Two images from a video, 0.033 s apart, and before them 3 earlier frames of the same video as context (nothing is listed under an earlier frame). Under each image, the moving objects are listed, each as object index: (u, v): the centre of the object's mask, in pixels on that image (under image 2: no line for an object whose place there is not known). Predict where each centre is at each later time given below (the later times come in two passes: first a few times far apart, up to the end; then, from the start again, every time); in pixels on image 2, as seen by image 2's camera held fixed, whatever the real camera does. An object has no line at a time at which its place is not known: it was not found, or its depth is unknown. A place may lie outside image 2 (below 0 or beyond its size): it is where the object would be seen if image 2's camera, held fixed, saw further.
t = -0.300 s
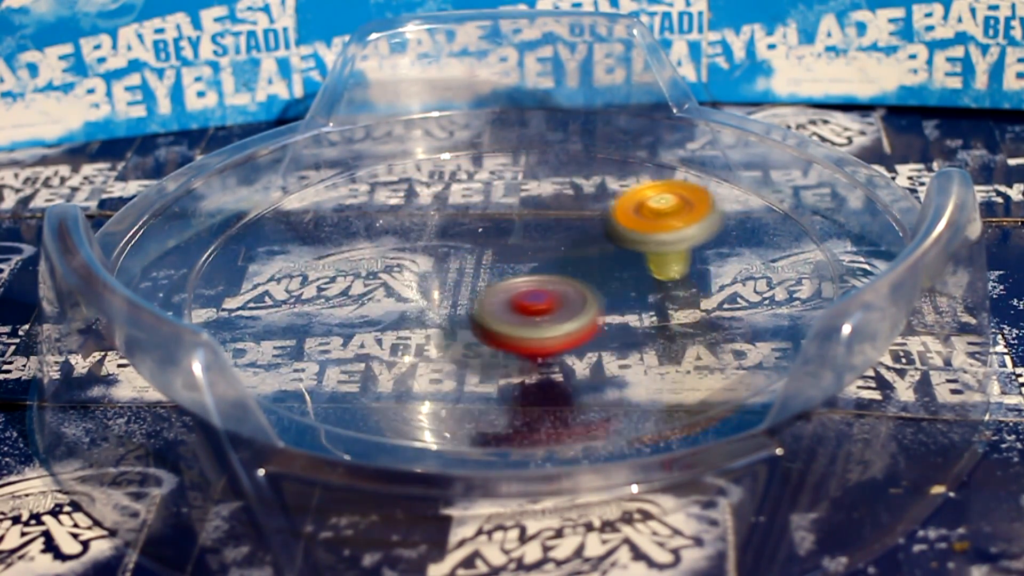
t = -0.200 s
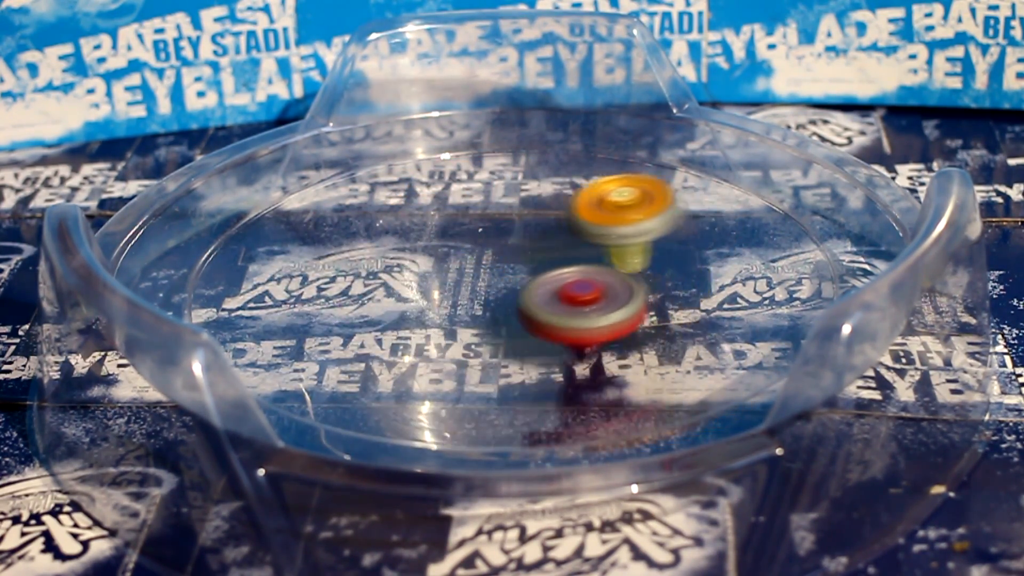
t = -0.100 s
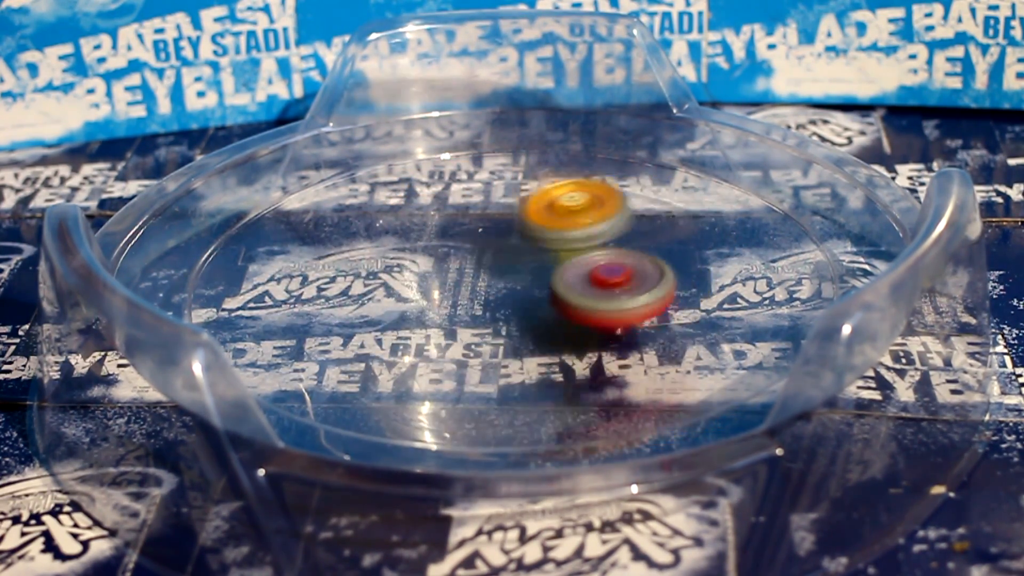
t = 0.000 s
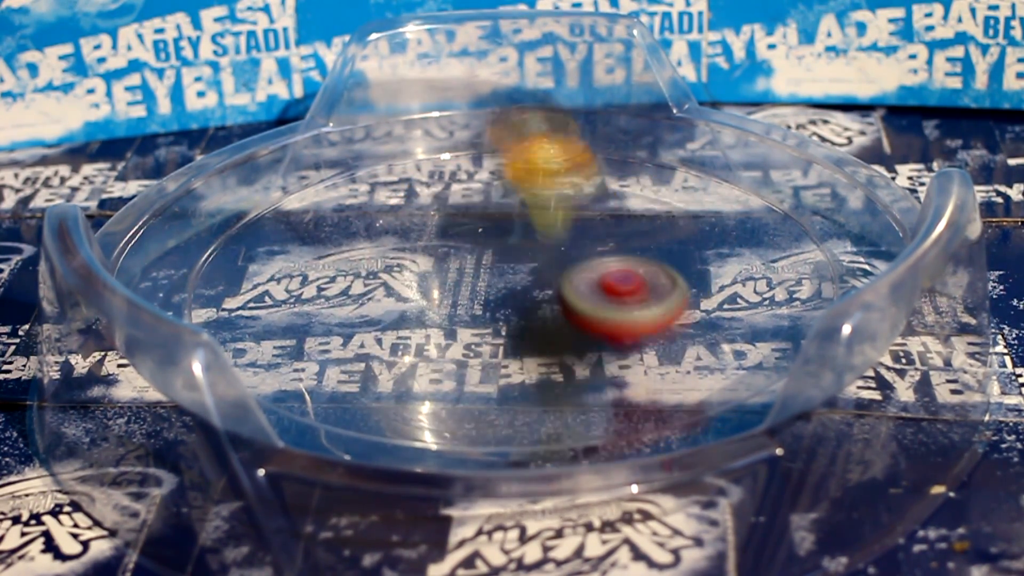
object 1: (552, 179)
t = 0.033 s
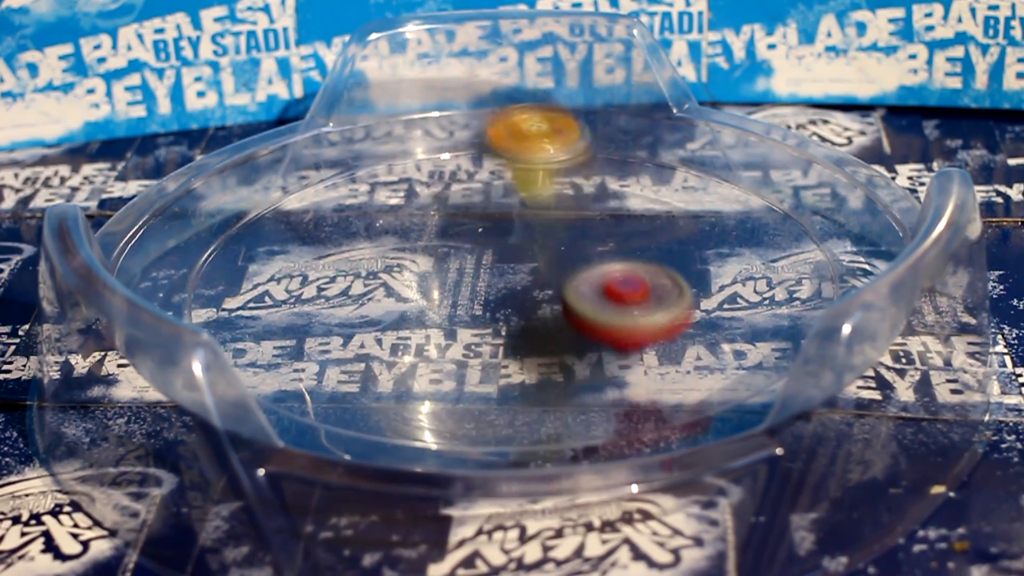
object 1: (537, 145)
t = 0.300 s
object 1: (475, 92)
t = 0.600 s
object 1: (408, 177)
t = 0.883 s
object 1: (355, 256)
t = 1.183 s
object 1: (330, 322)
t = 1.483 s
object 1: (627, 357)
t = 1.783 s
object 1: (691, 279)
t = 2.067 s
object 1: (550, 245)
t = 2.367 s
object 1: (412, 269)
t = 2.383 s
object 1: (408, 271)
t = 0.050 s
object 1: (536, 145)
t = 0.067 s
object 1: (531, 135)
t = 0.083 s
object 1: (527, 132)
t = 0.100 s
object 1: (520, 123)
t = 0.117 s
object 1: (518, 121)
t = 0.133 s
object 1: (513, 112)
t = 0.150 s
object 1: (510, 110)
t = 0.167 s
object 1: (505, 103)
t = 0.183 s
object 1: (503, 102)
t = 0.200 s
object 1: (498, 96)
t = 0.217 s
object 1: (496, 95)
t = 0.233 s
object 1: (489, 89)
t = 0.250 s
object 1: (488, 89)
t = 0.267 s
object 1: (486, 89)
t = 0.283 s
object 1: (480, 90)
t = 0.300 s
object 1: (475, 92)
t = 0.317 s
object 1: (473, 93)
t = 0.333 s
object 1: (472, 93)
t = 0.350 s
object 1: (464, 98)
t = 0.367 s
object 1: (461, 100)
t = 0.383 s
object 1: (459, 102)
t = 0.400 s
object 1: (457, 103)
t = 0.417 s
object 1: (451, 109)
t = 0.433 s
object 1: (445, 117)
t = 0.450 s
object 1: (443, 119)
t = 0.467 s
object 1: (439, 122)
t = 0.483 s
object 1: (436, 129)
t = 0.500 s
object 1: (429, 142)
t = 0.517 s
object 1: (427, 144)
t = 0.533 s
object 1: (423, 147)
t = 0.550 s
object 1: (417, 161)
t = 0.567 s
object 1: (415, 164)
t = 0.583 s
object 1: (411, 175)
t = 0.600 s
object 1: (408, 177)
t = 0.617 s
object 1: (403, 183)
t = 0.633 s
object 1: (399, 190)
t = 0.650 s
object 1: (398, 191)
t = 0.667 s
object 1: (396, 192)
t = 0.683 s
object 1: (391, 197)
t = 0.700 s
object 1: (388, 201)
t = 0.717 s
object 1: (385, 205)
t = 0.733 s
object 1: (382, 207)
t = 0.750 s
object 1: (376, 213)
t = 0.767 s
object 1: (372, 223)
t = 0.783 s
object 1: (371, 225)
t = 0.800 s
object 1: (367, 230)
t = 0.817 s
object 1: (364, 235)
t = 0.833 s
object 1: (359, 250)
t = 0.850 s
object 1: (359, 250)
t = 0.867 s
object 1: (358, 251)
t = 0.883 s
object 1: (355, 256)
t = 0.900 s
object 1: (352, 259)
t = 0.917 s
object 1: (351, 261)
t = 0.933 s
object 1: (349, 262)
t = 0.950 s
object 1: (344, 269)
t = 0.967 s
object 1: (340, 278)
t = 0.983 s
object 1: (341, 279)
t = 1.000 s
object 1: (339, 282)
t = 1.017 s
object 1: (337, 287)
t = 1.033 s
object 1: (335, 294)
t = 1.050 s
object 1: (335, 296)
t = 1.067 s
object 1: (335, 296)
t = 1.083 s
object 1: (333, 300)
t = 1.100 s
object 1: (332, 306)
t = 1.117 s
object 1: (332, 307)
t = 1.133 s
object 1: (331, 308)
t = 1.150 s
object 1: (330, 311)
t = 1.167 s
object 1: (330, 319)
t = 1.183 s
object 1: (330, 322)
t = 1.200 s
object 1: (330, 332)
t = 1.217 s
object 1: (334, 342)
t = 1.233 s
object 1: (342, 349)
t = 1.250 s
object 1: (350, 356)
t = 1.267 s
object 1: (361, 363)
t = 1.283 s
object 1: (374, 369)
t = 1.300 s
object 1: (387, 372)
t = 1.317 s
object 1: (405, 373)
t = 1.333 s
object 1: (426, 376)
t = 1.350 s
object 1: (450, 377)
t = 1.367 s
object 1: (474, 379)
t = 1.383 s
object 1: (502, 380)
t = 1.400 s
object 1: (528, 377)
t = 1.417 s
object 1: (551, 374)
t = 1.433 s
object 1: (573, 371)
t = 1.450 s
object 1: (592, 367)
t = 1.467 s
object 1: (612, 362)
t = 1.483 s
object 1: (627, 357)
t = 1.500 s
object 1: (643, 353)
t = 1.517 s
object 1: (655, 348)
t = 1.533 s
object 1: (667, 343)
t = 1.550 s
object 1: (676, 339)
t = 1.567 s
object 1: (685, 334)
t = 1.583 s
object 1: (691, 330)
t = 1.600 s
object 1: (696, 325)
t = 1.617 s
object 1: (700, 320)
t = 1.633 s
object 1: (702, 316)
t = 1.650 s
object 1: (705, 312)
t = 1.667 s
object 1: (706, 308)
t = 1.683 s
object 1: (707, 304)
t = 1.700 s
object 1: (707, 299)
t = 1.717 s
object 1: (705, 295)
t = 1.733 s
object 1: (703, 291)
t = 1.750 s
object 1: (699, 287)
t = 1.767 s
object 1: (696, 283)
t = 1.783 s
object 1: (691, 279)
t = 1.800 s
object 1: (685, 275)
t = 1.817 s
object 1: (680, 272)
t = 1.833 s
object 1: (673, 269)
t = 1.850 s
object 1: (667, 266)
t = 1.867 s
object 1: (659, 263)
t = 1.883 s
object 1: (652, 261)
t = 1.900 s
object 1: (644, 258)
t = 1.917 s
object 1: (636, 256)
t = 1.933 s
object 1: (626, 254)
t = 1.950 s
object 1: (617, 253)
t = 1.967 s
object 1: (608, 251)
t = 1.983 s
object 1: (599, 250)
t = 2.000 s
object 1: (589, 248)
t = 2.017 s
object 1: (579, 247)
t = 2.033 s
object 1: (569, 246)
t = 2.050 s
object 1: (560, 245)
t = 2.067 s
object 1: (550, 245)
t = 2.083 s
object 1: (540, 245)
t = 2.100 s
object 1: (531, 245)
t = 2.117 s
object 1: (521, 245)
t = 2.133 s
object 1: (513, 246)
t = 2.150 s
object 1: (501, 237)
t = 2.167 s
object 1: (492, 247)
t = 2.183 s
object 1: (484, 248)
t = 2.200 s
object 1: (475, 249)
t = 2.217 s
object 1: (467, 250)
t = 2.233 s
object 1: (459, 252)
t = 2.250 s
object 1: (451, 254)
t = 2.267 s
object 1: (444, 256)
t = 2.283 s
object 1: (437, 257)
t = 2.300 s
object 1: (431, 261)
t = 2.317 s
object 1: (425, 262)
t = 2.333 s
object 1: (420, 264)
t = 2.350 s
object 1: (416, 267)
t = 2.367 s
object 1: (412, 269)
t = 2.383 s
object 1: (408, 271)
